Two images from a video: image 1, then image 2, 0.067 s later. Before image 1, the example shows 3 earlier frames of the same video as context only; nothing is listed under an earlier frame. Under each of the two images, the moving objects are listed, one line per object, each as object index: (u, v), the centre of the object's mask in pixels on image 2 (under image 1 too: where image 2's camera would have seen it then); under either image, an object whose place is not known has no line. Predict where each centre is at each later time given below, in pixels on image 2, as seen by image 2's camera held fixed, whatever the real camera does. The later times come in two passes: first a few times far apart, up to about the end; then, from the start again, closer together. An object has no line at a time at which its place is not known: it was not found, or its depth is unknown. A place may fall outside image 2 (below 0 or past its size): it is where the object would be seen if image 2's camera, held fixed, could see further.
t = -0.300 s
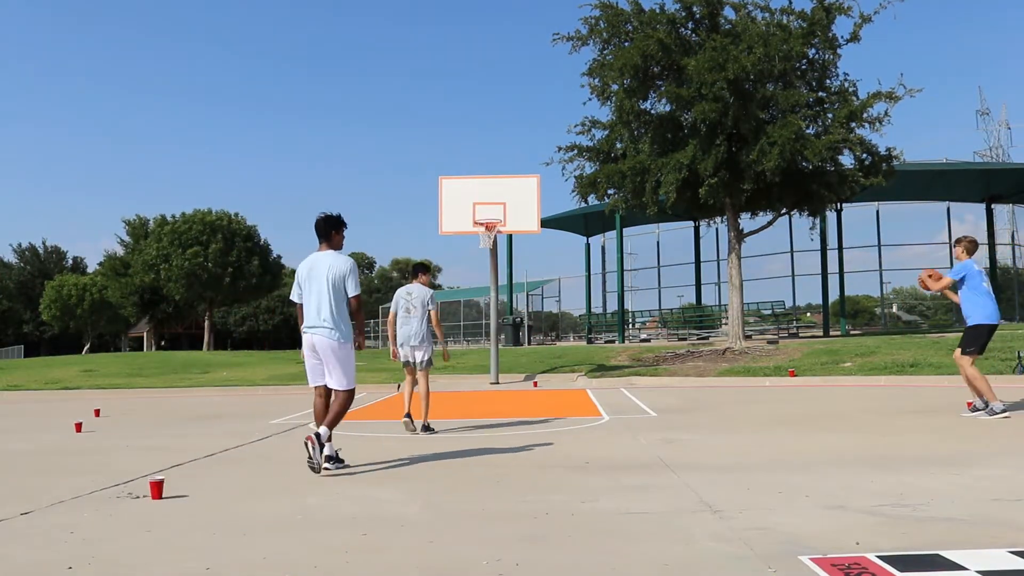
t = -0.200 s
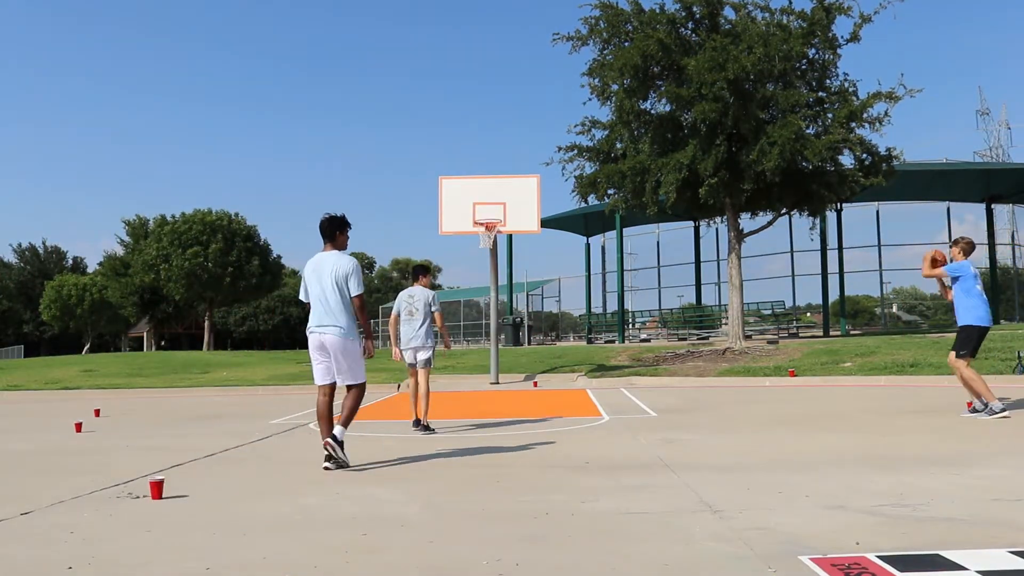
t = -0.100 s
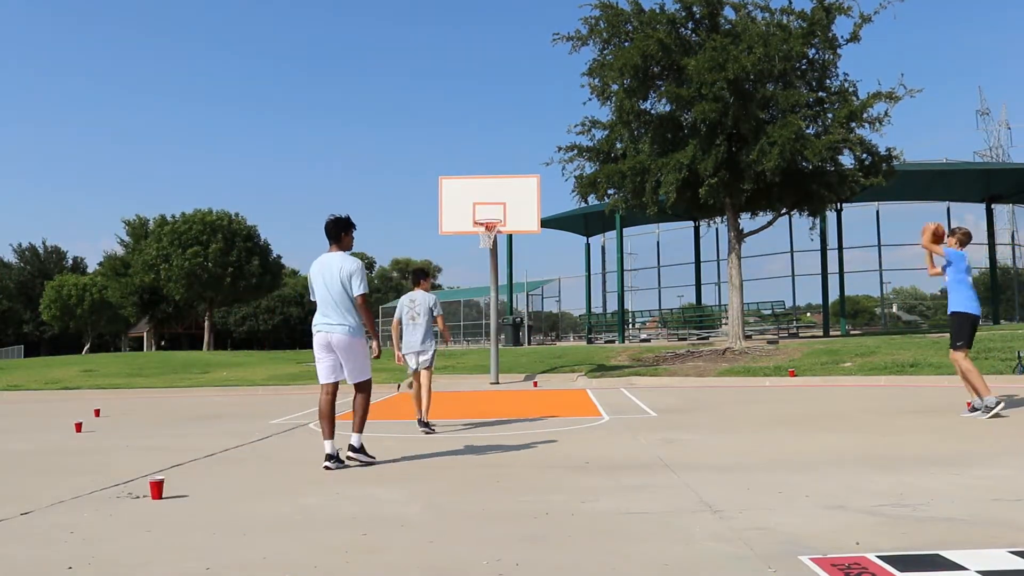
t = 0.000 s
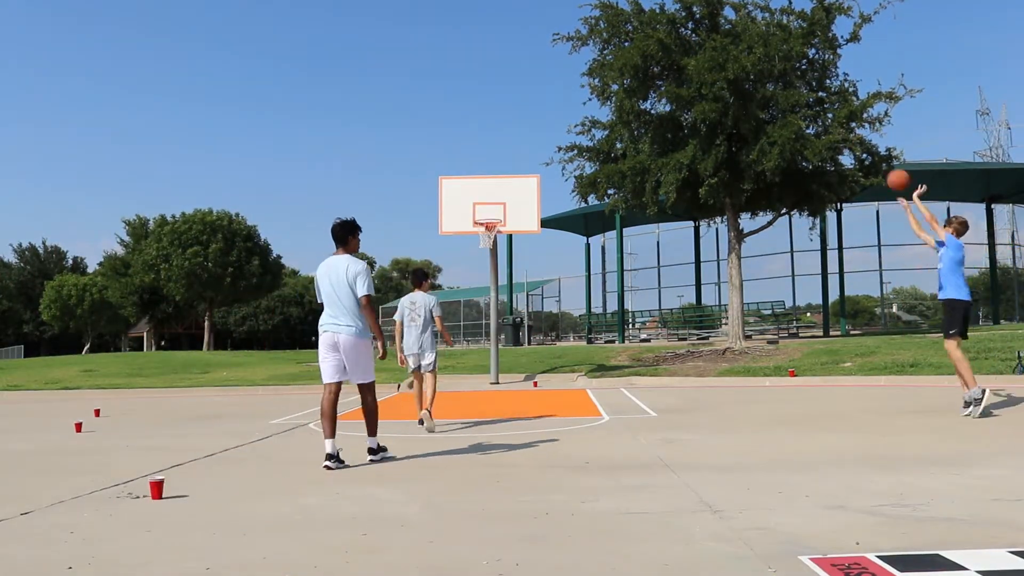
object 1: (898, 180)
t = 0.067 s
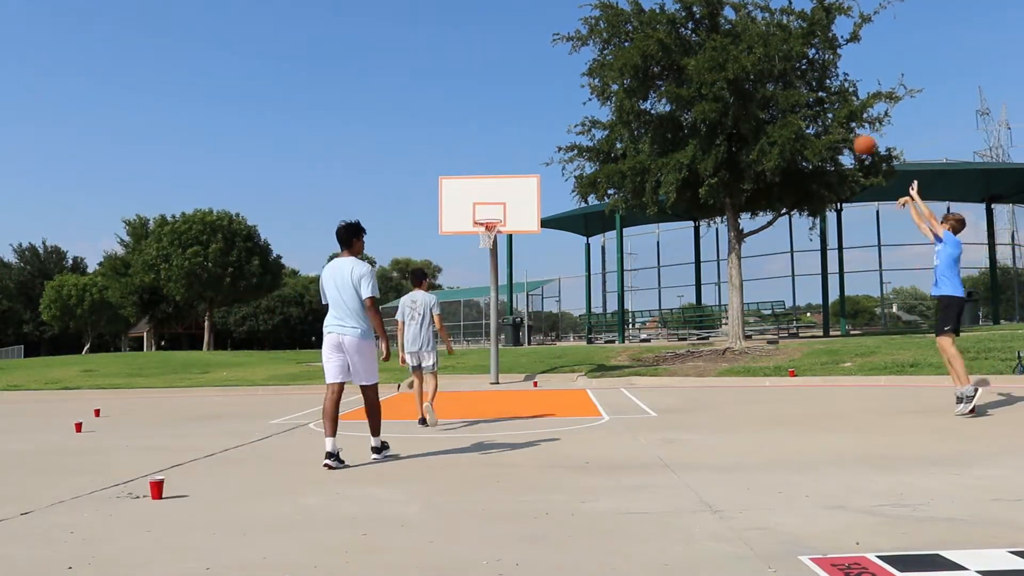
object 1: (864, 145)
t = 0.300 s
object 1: (766, 67)
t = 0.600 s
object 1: (668, 39)
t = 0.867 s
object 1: (599, 64)
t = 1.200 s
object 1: (530, 144)
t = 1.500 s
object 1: (488, 214)
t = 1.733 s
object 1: (465, 234)
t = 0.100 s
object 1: (849, 129)
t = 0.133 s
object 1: (834, 116)
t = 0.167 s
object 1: (819, 103)
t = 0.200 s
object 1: (805, 92)
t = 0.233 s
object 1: (792, 83)
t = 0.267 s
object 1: (778, 74)
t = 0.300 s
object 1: (766, 67)
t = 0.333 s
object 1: (753, 59)
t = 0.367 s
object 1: (742, 53)
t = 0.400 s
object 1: (731, 49)
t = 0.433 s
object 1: (719, 46)
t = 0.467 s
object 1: (708, 42)
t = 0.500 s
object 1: (697, 41)
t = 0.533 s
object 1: (687, 40)
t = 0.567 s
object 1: (677, 39)
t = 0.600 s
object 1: (668, 39)
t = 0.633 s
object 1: (658, 40)
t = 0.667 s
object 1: (650, 42)
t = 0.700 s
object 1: (640, 43)
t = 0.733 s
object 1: (632, 47)
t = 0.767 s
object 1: (623, 50)
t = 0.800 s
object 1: (615, 54)
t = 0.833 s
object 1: (607, 59)
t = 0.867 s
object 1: (599, 64)
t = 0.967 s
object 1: (577, 83)
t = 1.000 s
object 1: (570, 91)
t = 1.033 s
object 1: (563, 99)
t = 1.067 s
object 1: (556, 107)
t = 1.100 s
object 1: (550, 116)
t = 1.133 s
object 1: (543, 125)
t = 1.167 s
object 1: (536, 134)
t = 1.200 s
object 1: (530, 144)
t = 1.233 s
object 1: (524, 155)
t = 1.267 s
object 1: (518, 165)
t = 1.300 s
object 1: (512, 177)
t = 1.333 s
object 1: (507, 184)
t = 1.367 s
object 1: (504, 189)
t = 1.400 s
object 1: (500, 196)
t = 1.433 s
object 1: (496, 202)
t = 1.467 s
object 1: (492, 210)
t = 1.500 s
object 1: (488, 214)
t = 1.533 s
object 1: (485, 214)
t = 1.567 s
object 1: (482, 216)
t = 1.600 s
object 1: (479, 218)
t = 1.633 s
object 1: (476, 220)
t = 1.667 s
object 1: (472, 224)
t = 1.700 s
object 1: (469, 228)
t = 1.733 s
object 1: (465, 234)
